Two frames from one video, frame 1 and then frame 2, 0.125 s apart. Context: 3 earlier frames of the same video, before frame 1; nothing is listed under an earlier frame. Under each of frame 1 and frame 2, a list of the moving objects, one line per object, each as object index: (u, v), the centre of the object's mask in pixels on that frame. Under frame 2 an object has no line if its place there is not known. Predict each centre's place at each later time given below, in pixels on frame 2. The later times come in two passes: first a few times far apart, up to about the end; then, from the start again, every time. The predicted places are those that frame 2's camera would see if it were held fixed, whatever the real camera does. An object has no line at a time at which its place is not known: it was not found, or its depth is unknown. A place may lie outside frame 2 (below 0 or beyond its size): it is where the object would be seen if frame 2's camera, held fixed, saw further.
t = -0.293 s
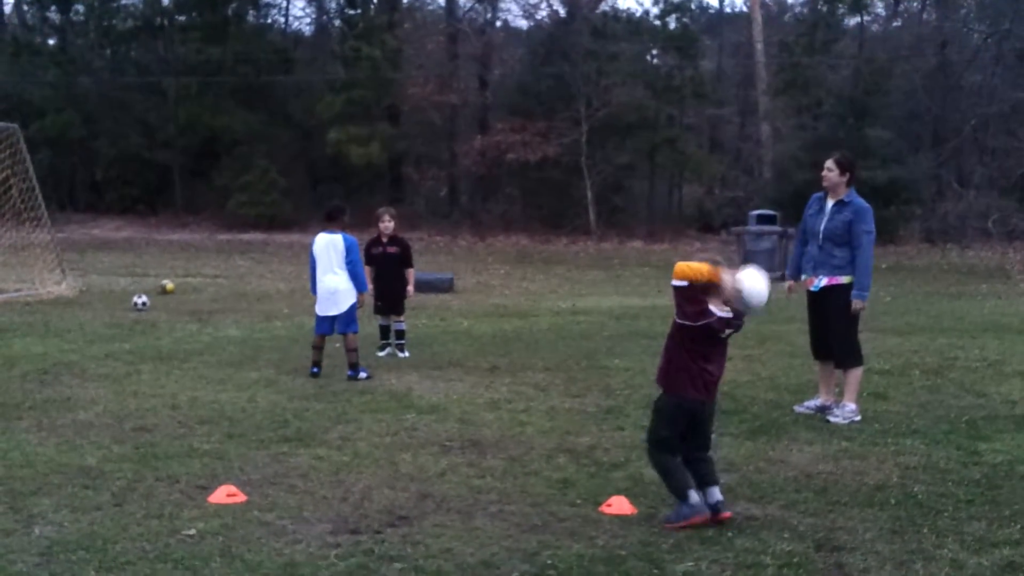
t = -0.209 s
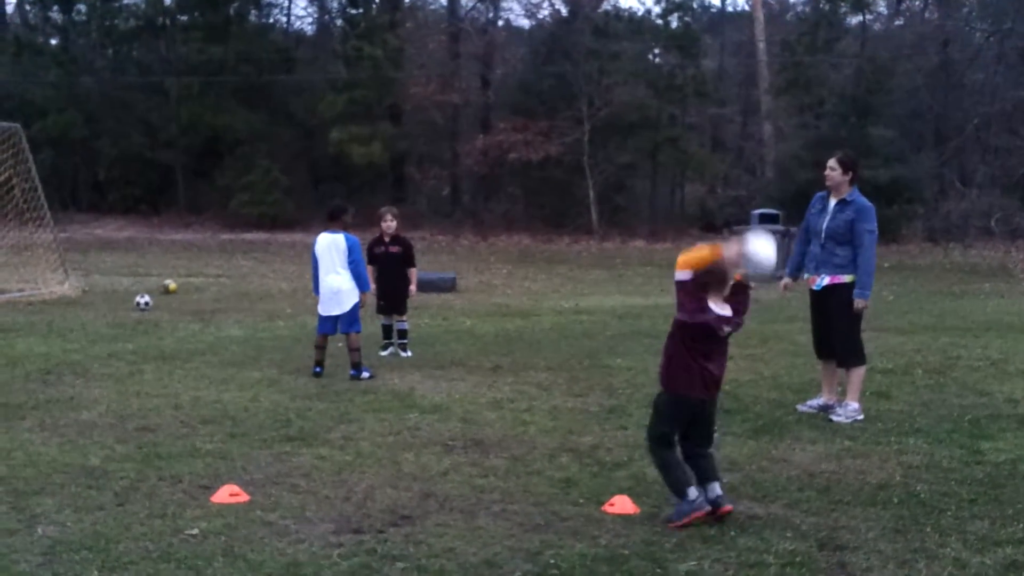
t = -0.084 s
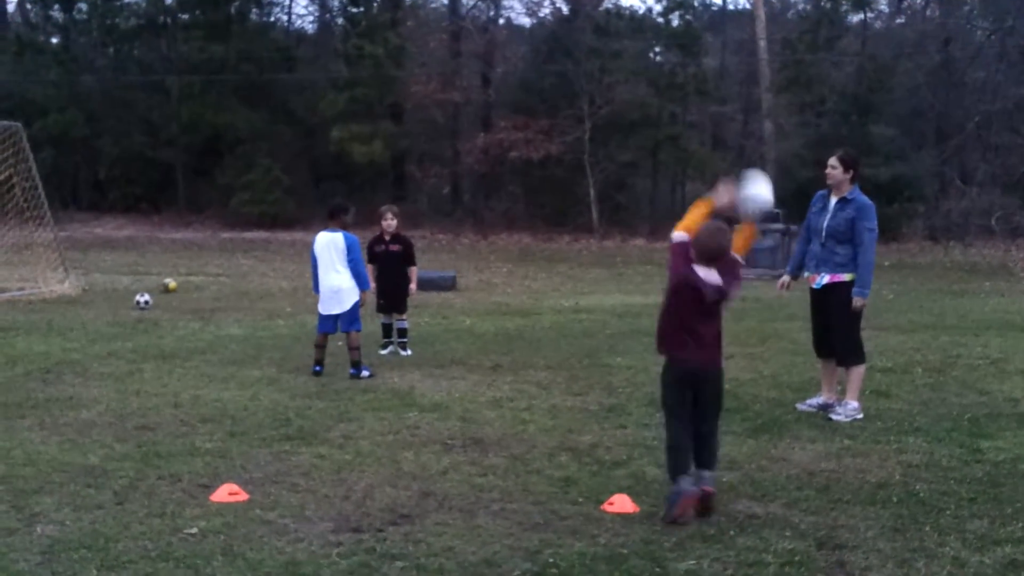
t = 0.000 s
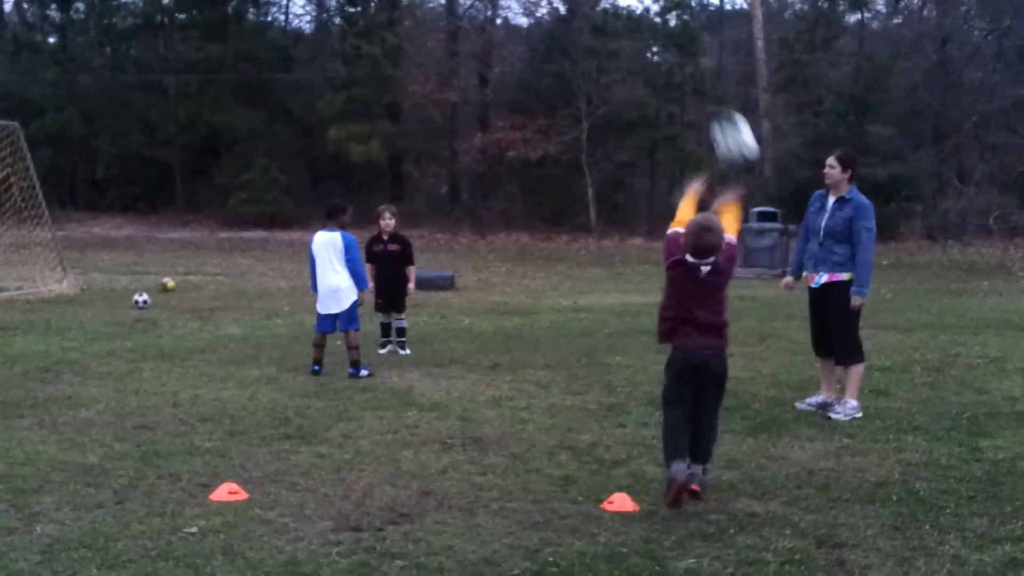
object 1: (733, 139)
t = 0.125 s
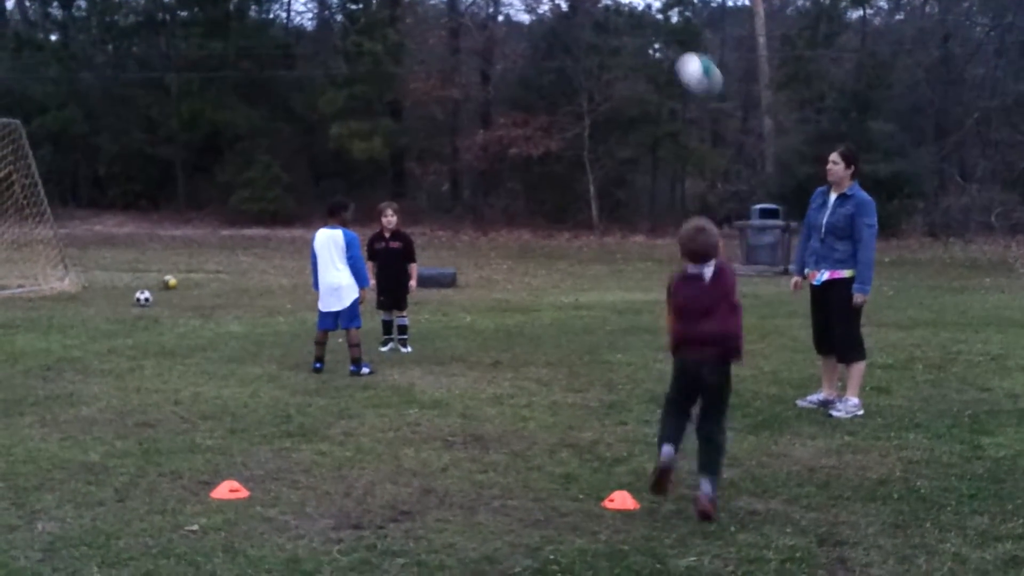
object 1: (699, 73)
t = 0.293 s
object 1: (654, 44)
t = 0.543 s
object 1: (600, 97)
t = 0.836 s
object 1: (550, 260)
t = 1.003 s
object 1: (530, 356)
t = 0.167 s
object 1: (687, 61)
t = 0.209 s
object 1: (672, 49)
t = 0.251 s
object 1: (663, 45)
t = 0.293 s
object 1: (654, 44)
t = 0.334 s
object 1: (645, 45)
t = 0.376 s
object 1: (636, 50)
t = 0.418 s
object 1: (628, 58)
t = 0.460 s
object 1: (618, 70)
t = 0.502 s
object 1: (607, 80)
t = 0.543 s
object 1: (600, 97)
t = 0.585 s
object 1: (593, 115)
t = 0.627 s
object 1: (585, 135)
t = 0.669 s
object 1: (578, 157)
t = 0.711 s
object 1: (570, 182)
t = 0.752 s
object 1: (563, 206)
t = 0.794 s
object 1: (555, 232)
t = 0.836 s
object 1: (550, 260)
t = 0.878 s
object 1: (545, 289)
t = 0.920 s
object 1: (538, 322)
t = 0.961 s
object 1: (533, 354)
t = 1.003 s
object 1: (530, 356)
